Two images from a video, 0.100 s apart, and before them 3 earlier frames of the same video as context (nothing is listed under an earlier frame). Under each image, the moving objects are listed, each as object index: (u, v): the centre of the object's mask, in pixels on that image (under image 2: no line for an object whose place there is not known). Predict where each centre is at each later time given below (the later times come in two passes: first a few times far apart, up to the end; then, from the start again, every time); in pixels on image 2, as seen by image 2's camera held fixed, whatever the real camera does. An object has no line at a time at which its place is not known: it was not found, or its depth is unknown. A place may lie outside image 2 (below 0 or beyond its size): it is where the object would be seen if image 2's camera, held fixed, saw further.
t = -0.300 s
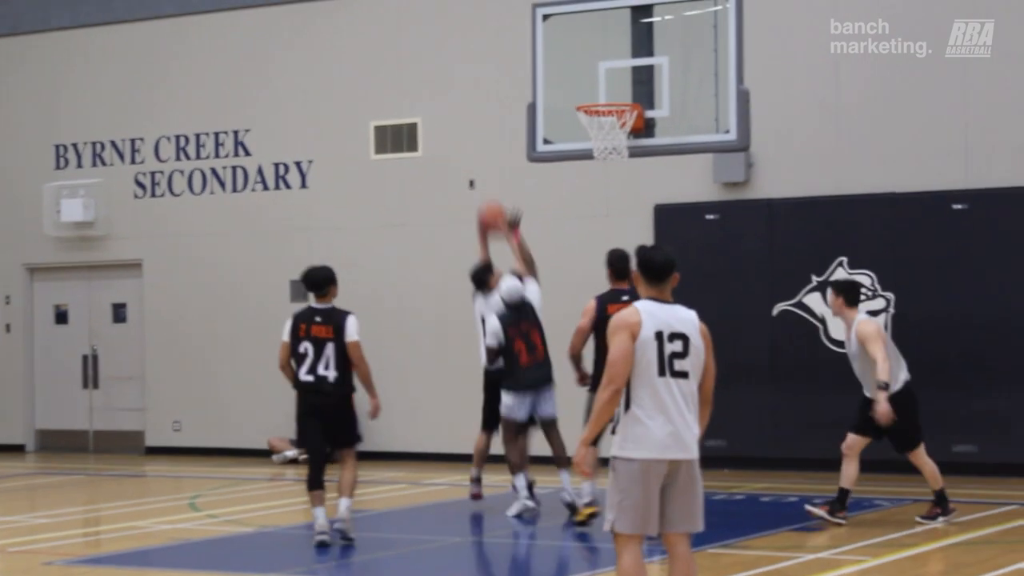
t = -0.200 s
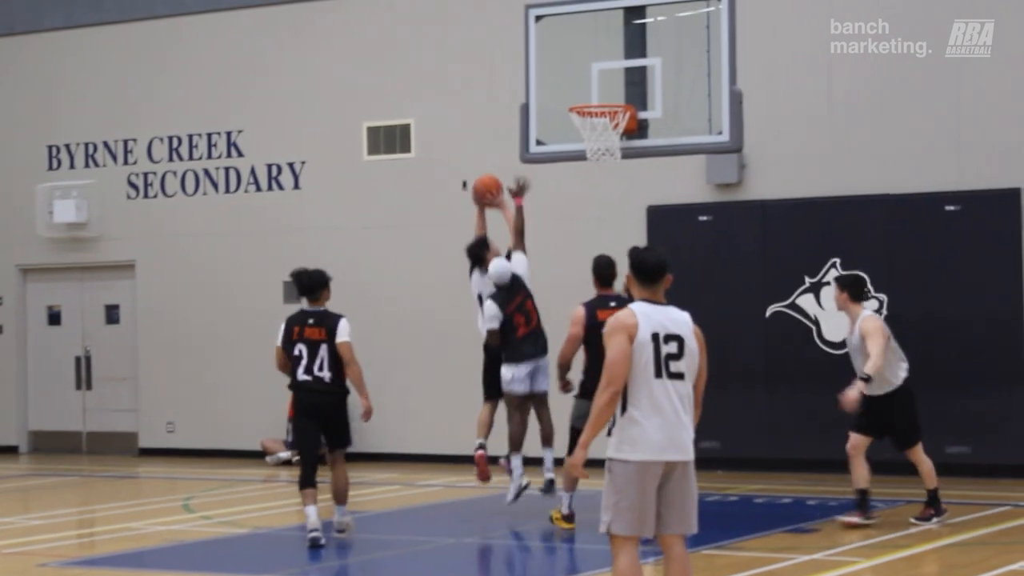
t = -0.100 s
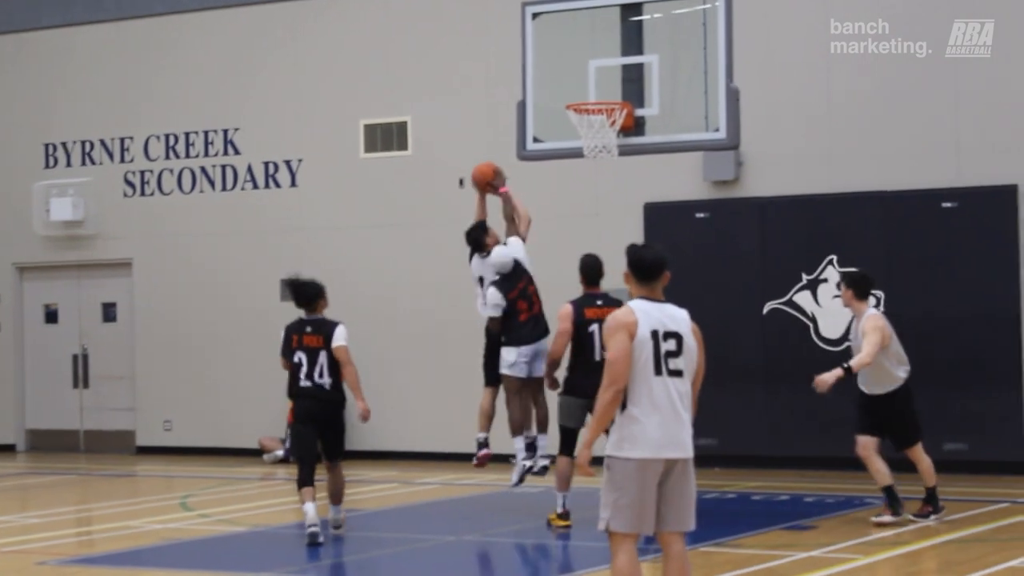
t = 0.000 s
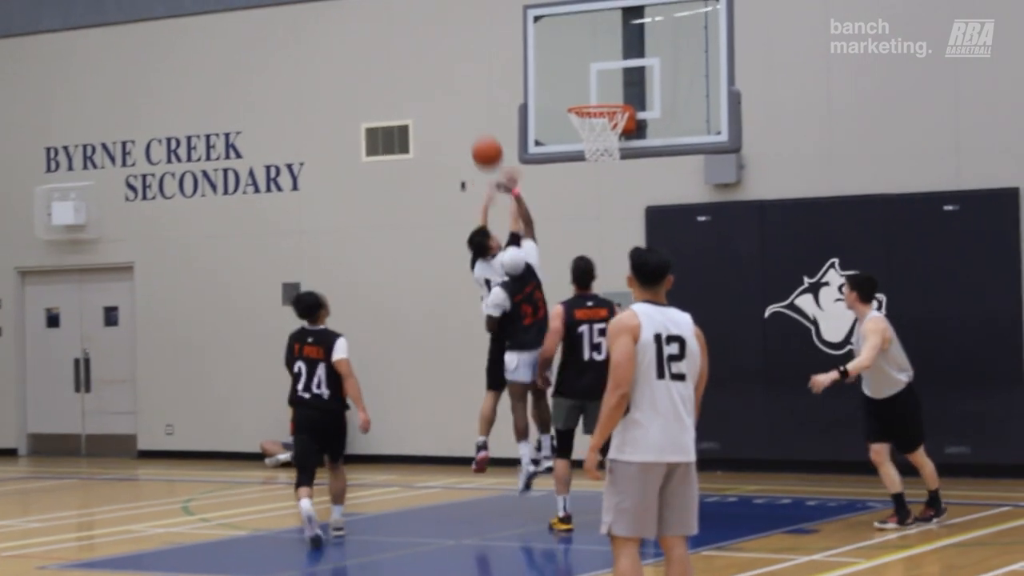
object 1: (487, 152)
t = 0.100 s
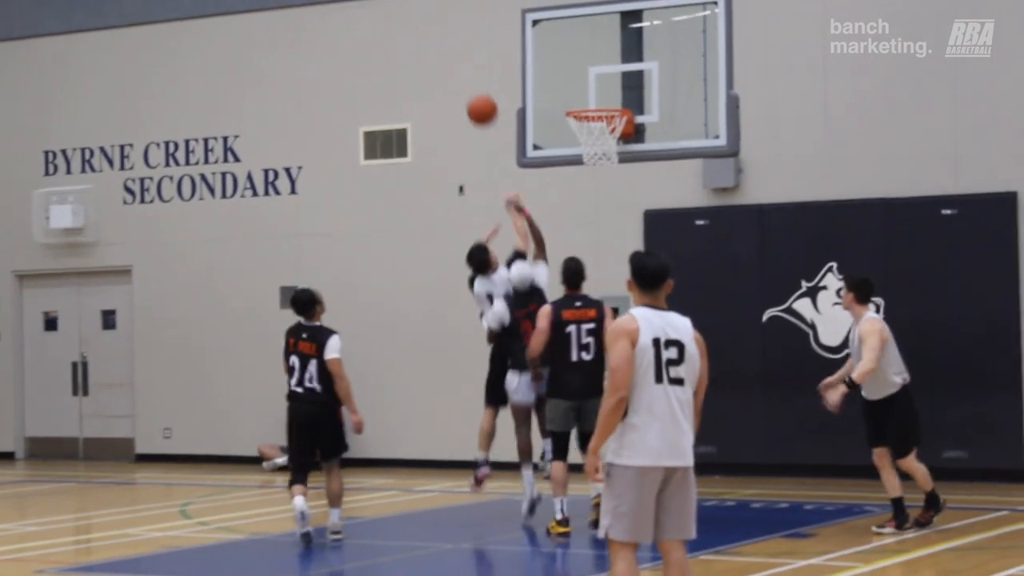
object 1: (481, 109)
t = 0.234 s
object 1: (478, 67)
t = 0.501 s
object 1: (470, 47)
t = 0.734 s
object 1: (465, 101)
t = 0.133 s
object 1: (481, 96)
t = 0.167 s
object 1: (480, 85)
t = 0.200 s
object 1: (479, 75)
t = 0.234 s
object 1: (478, 67)
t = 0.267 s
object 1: (477, 59)
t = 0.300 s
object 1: (476, 53)
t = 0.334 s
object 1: (475, 49)
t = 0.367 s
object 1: (474, 46)
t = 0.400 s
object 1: (473, 44)
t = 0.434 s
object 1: (472, 43)
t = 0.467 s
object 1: (471, 45)
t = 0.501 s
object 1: (470, 47)
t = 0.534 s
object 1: (469, 51)
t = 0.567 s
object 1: (468, 55)
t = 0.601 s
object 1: (468, 62)
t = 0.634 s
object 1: (467, 71)
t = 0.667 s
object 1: (466, 79)
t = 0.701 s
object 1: (466, 89)
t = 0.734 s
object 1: (465, 101)
